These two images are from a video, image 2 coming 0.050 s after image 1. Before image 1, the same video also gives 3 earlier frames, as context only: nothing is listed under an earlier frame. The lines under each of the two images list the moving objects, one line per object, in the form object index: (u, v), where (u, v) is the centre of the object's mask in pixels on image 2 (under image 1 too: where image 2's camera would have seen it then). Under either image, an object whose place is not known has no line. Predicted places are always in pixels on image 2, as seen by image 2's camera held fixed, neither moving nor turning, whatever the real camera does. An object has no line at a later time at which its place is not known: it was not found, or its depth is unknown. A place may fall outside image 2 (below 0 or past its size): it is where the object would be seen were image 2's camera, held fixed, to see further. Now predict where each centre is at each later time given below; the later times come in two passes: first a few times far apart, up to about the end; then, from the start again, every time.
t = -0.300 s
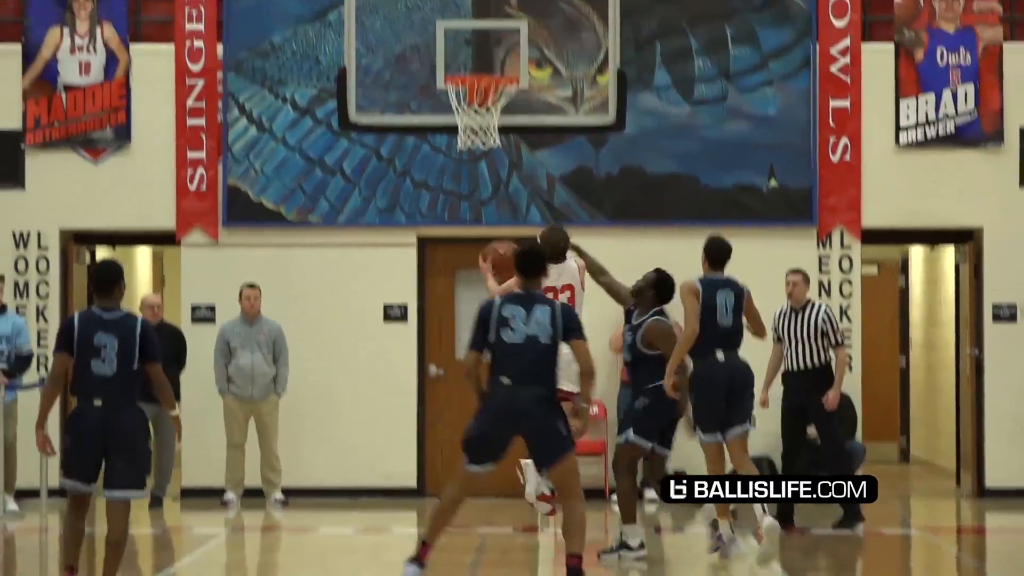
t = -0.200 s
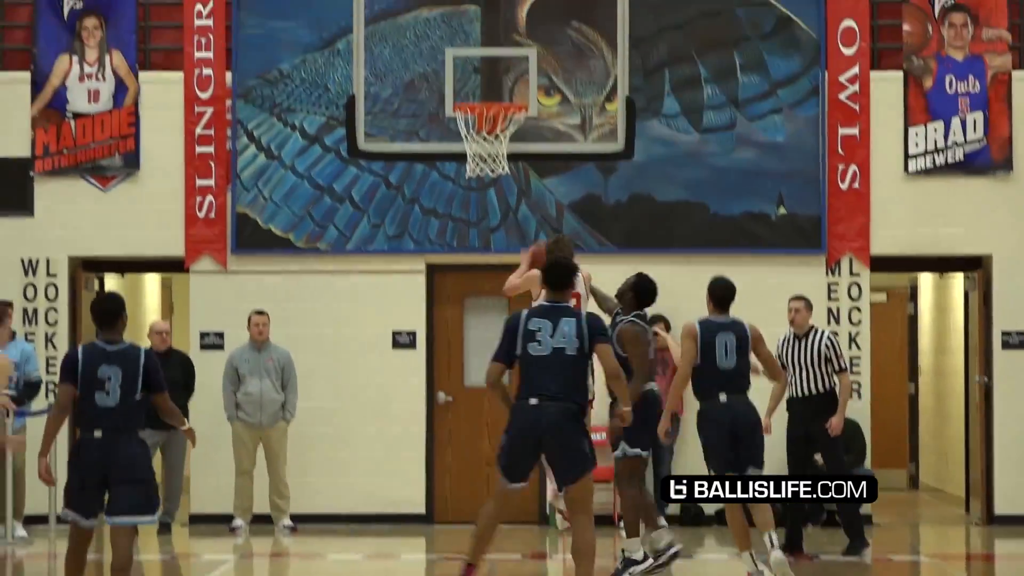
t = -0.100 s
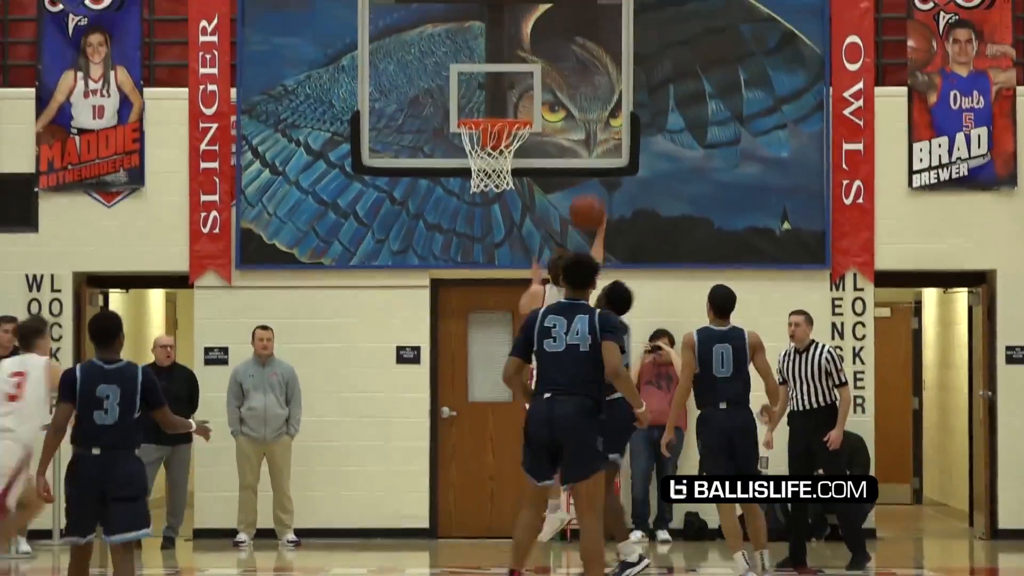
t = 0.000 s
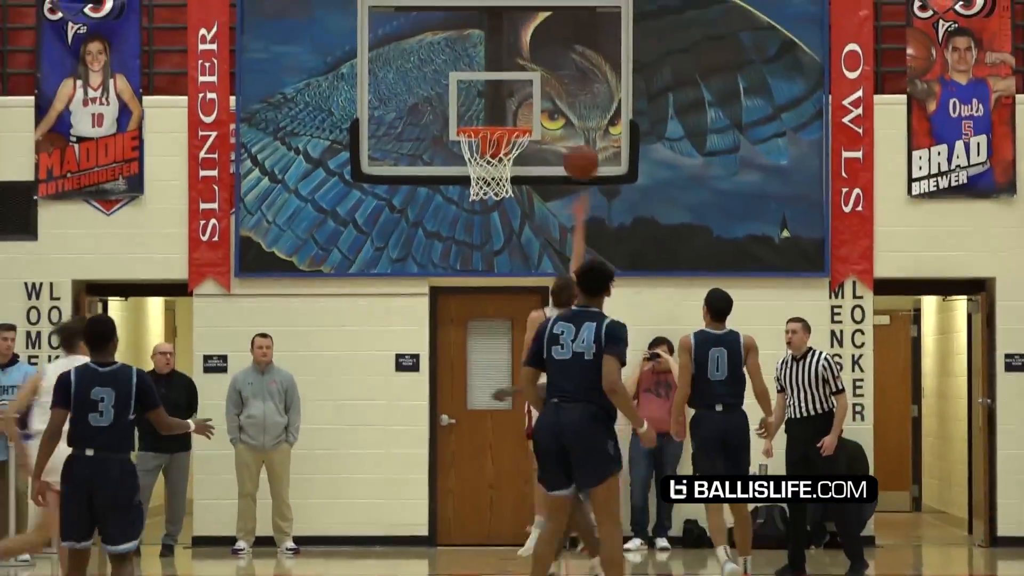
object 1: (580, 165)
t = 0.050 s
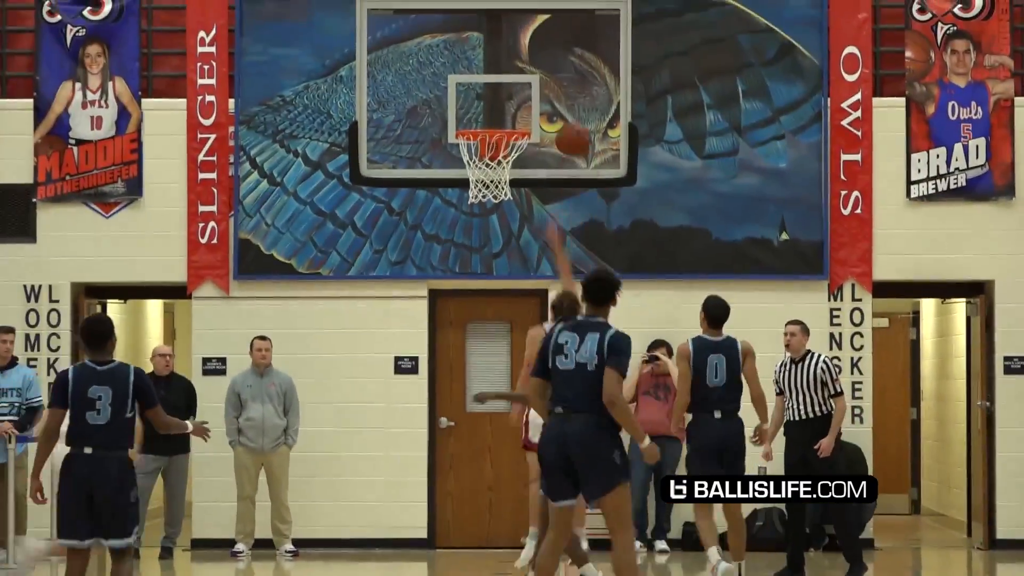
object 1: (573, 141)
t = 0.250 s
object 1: (553, 114)
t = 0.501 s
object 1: (549, 169)
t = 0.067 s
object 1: (570, 133)
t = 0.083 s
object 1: (568, 126)
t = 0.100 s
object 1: (566, 123)
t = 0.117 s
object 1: (565, 121)
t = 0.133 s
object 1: (564, 118)
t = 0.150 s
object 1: (562, 116)
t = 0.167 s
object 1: (561, 115)
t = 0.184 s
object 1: (559, 114)
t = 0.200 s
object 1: (558, 113)
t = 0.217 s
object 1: (556, 113)
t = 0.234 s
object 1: (555, 114)
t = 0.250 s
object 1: (553, 114)
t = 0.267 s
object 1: (552, 115)
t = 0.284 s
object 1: (550, 116)
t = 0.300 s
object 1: (548, 118)
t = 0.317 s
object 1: (546, 121)
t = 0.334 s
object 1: (545, 123)
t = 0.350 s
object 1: (544, 126)
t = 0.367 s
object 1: (545, 129)
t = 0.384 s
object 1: (545, 132)
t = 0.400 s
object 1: (545, 135)
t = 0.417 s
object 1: (546, 139)
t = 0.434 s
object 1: (546, 145)
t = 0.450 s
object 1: (547, 149)
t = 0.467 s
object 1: (548, 155)
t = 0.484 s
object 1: (549, 159)
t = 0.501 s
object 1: (549, 169)
